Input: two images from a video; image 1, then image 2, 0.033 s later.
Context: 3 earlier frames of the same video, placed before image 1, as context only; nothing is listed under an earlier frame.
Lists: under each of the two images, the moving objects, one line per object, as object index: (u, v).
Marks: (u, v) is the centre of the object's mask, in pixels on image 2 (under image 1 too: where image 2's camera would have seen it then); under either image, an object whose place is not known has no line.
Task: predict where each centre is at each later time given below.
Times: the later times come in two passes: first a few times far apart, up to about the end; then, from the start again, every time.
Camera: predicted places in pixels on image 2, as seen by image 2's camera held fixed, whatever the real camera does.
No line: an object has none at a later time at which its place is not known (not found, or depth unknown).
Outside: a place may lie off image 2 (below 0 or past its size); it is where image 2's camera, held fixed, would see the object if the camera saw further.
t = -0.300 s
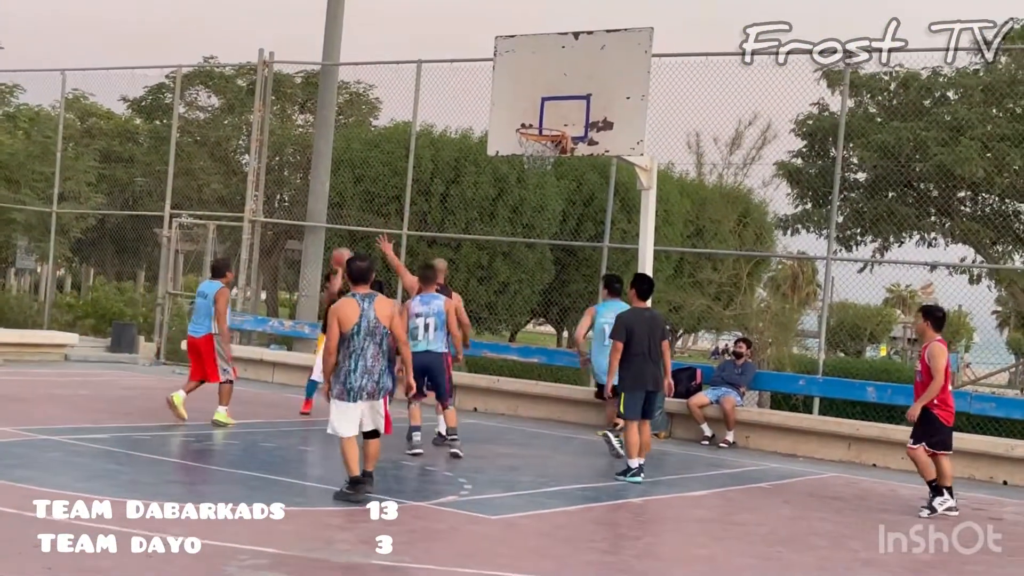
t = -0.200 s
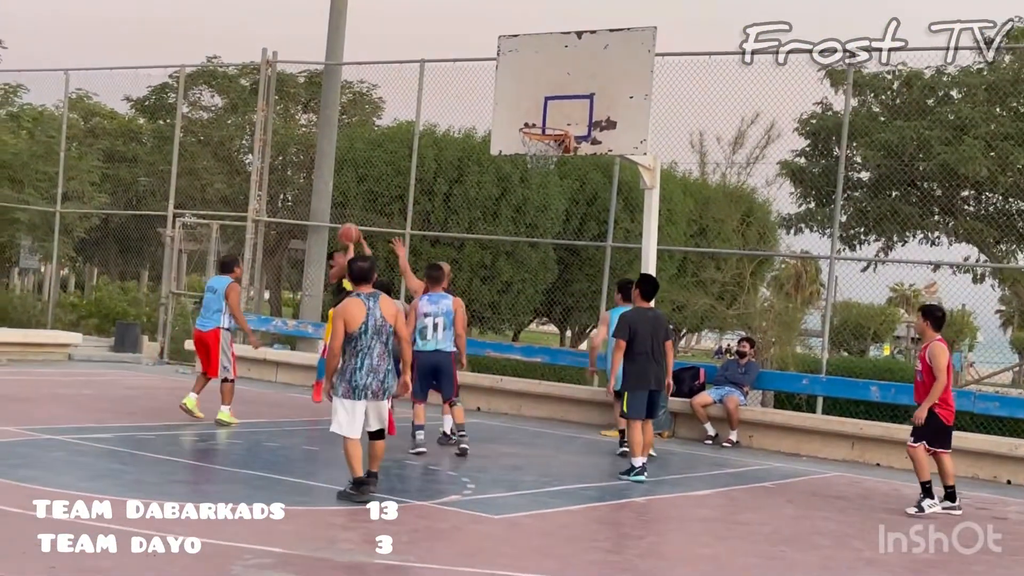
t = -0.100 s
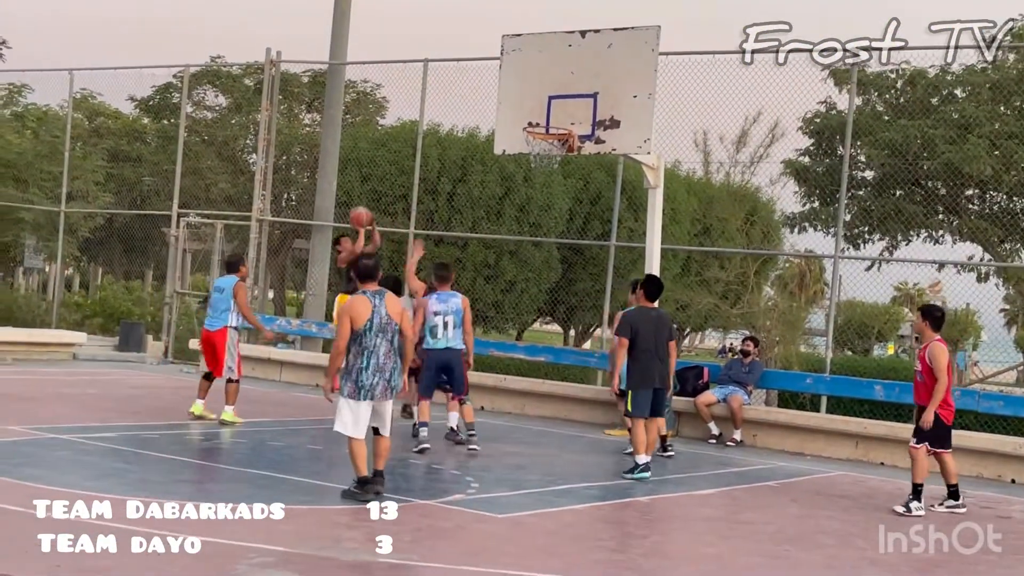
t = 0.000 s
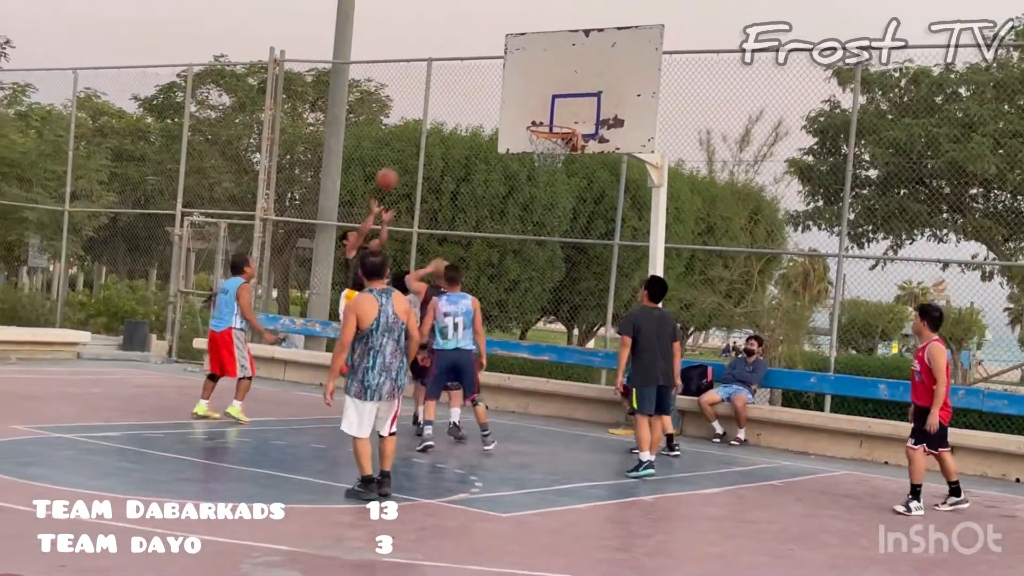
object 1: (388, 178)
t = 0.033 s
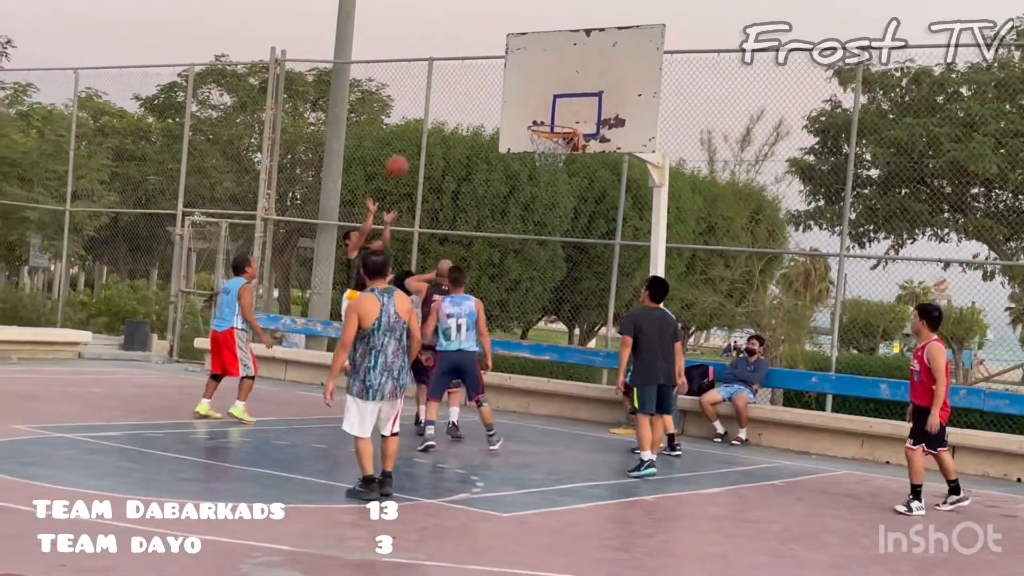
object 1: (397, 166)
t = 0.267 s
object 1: (460, 105)
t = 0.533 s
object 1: (530, 96)
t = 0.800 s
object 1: (545, 104)
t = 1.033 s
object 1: (491, 107)
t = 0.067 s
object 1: (406, 154)
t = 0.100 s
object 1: (415, 144)
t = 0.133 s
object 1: (423, 134)
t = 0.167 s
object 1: (432, 125)
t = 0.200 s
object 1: (442, 118)
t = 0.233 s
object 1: (451, 111)
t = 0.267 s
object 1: (460, 105)
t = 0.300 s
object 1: (469, 100)
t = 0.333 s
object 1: (478, 96)
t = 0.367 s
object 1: (487, 93)
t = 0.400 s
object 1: (496, 92)
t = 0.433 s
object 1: (505, 91)
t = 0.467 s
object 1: (513, 91)
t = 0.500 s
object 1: (522, 93)
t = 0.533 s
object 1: (530, 96)
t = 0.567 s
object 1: (539, 99)
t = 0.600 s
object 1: (548, 105)
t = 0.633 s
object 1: (556, 111)
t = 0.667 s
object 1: (565, 117)
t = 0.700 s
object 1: (567, 118)
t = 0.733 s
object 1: (560, 113)
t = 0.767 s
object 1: (553, 108)
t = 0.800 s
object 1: (545, 104)
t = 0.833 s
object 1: (538, 101)
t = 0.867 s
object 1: (530, 99)
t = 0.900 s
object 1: (523, 98)
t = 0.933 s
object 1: (515, 99)
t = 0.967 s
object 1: (507, 100)
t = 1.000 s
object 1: (499, 103)
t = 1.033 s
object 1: (491, 107)
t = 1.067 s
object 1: (483, 112)
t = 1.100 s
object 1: (475, 118)
